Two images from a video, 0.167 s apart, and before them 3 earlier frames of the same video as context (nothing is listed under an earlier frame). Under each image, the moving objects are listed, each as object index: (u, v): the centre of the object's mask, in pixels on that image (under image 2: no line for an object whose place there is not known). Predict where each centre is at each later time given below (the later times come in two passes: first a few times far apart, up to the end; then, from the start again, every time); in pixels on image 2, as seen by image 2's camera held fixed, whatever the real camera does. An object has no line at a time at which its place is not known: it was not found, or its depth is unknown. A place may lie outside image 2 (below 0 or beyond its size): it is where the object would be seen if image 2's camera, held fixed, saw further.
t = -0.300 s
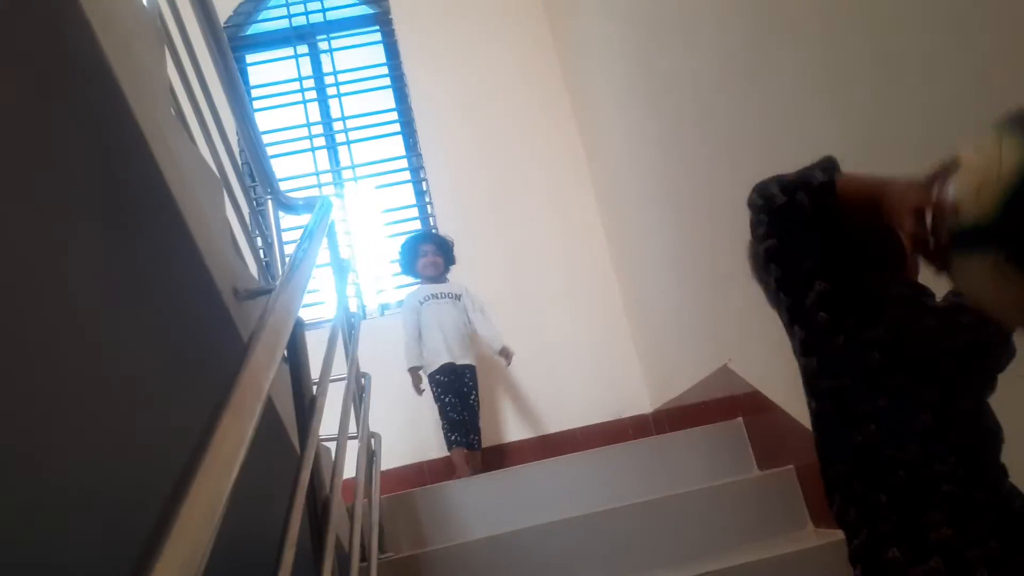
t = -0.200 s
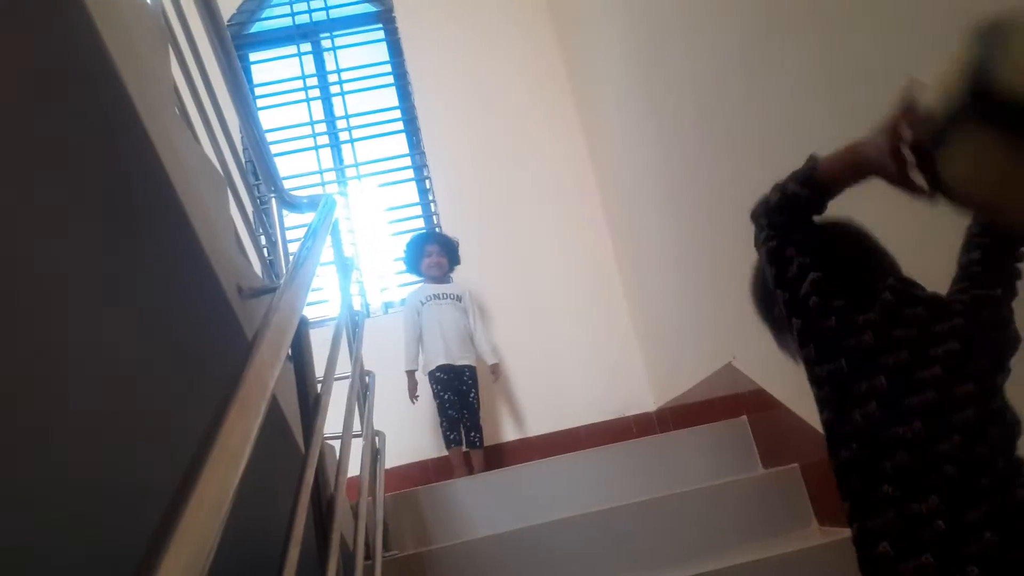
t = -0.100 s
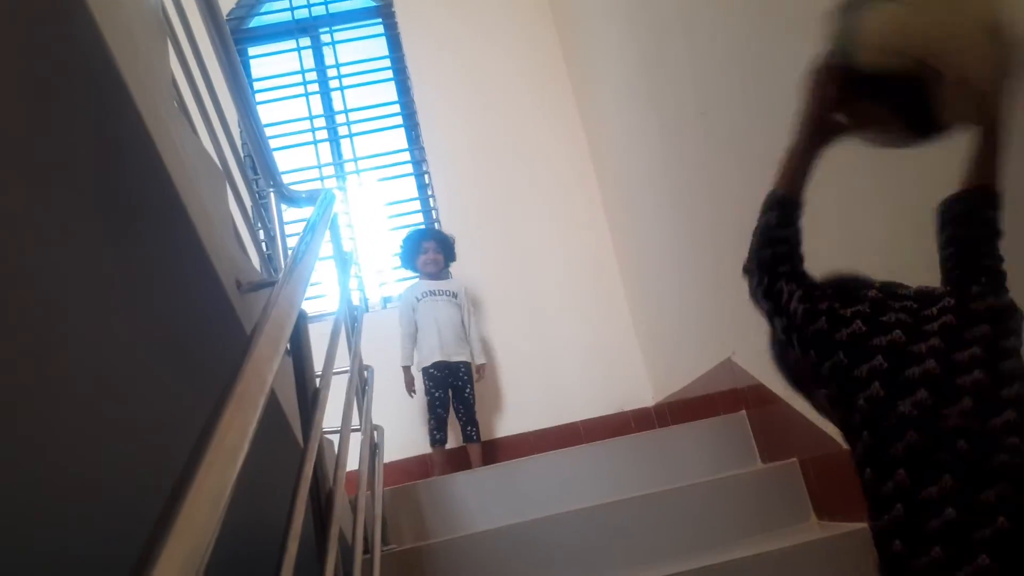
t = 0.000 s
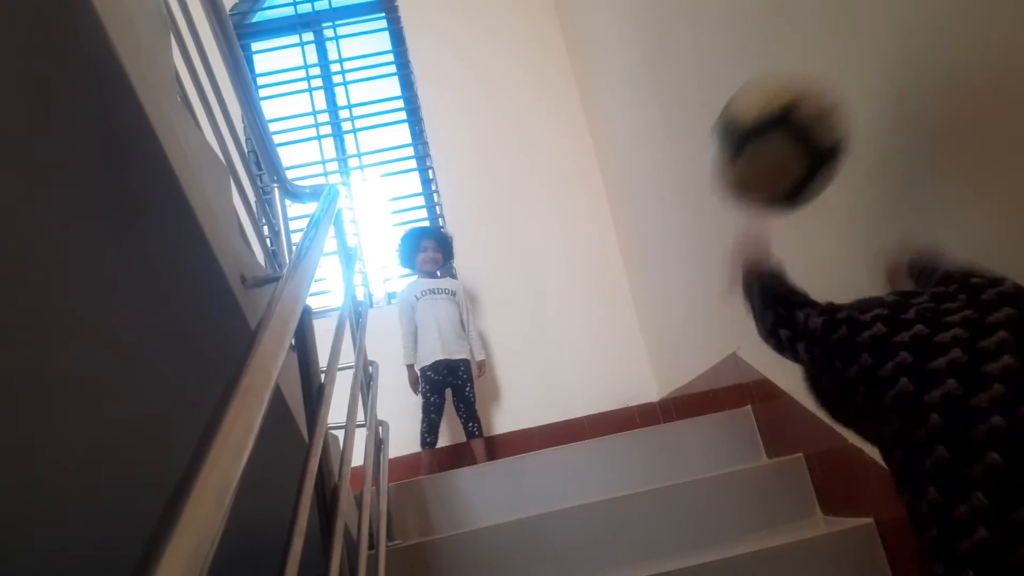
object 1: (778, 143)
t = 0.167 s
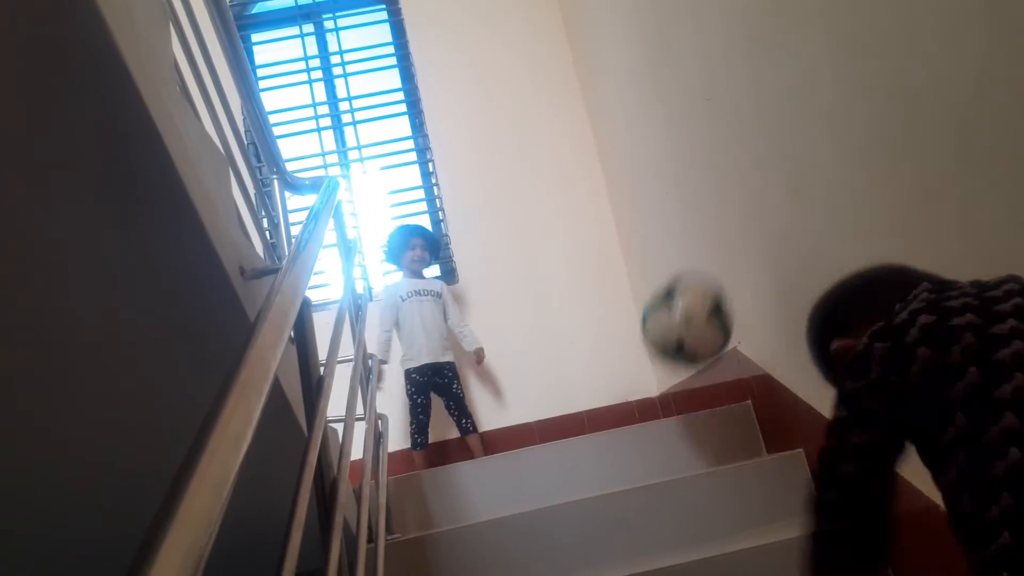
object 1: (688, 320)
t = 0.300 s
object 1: (665, 331)
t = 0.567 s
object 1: (666, 218)
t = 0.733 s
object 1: (706, 273)
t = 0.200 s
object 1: (679, 357)
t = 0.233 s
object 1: (673, 391)
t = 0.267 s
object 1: (669, 358)
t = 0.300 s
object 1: (665, 331)
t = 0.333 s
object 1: (661, 304)
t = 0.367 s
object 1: (658, 279)
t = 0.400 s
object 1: (656, 260)
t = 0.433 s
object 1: (657, 245)
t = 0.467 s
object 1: (659, 234)
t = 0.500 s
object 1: (660, 225)
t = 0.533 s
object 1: (662, 220)
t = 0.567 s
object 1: (666, 218)
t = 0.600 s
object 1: (670, 220)
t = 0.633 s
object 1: (676, 225)
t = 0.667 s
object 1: (685, 237)
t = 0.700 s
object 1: (695, 252)
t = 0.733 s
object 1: (706, 273)
